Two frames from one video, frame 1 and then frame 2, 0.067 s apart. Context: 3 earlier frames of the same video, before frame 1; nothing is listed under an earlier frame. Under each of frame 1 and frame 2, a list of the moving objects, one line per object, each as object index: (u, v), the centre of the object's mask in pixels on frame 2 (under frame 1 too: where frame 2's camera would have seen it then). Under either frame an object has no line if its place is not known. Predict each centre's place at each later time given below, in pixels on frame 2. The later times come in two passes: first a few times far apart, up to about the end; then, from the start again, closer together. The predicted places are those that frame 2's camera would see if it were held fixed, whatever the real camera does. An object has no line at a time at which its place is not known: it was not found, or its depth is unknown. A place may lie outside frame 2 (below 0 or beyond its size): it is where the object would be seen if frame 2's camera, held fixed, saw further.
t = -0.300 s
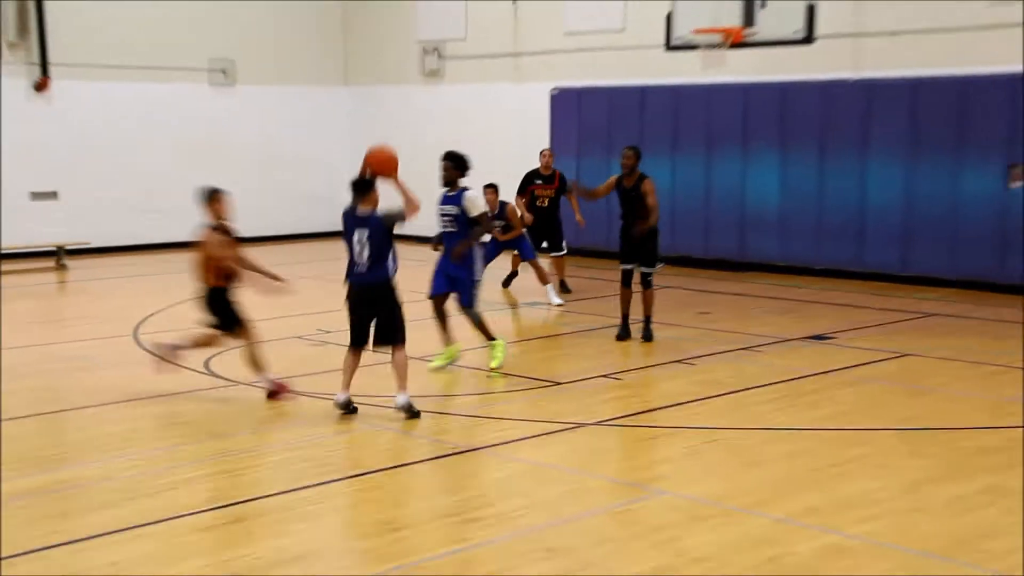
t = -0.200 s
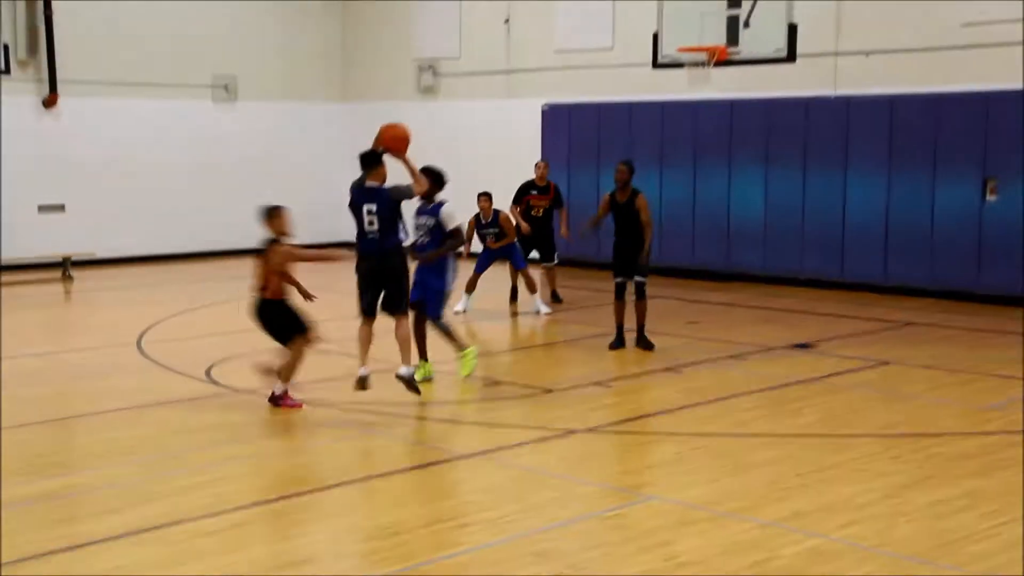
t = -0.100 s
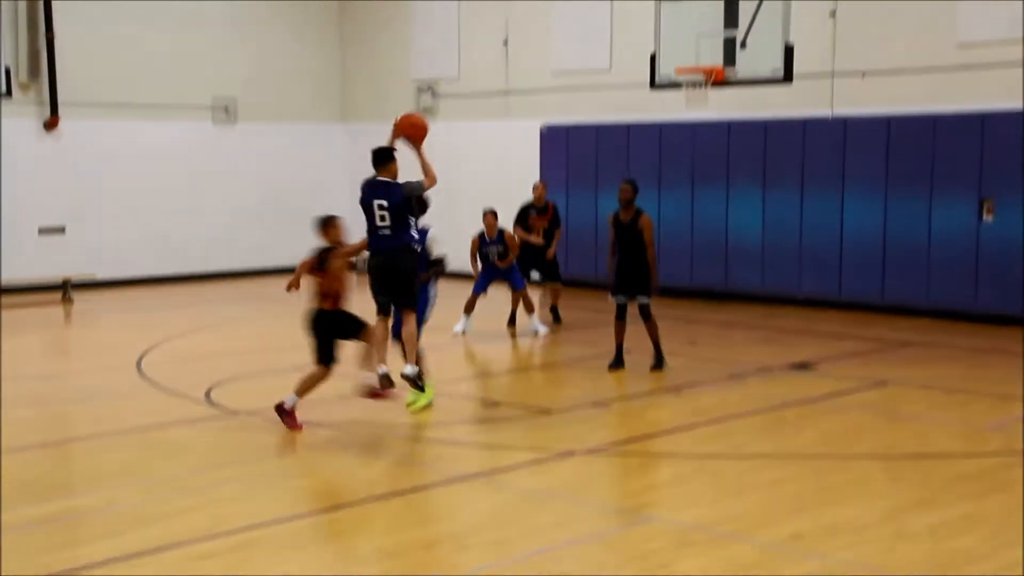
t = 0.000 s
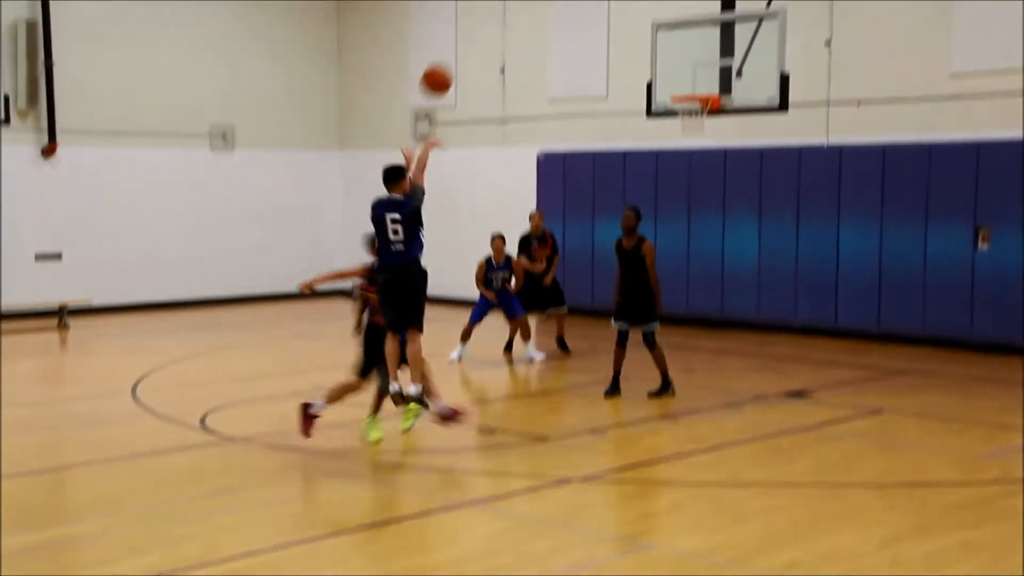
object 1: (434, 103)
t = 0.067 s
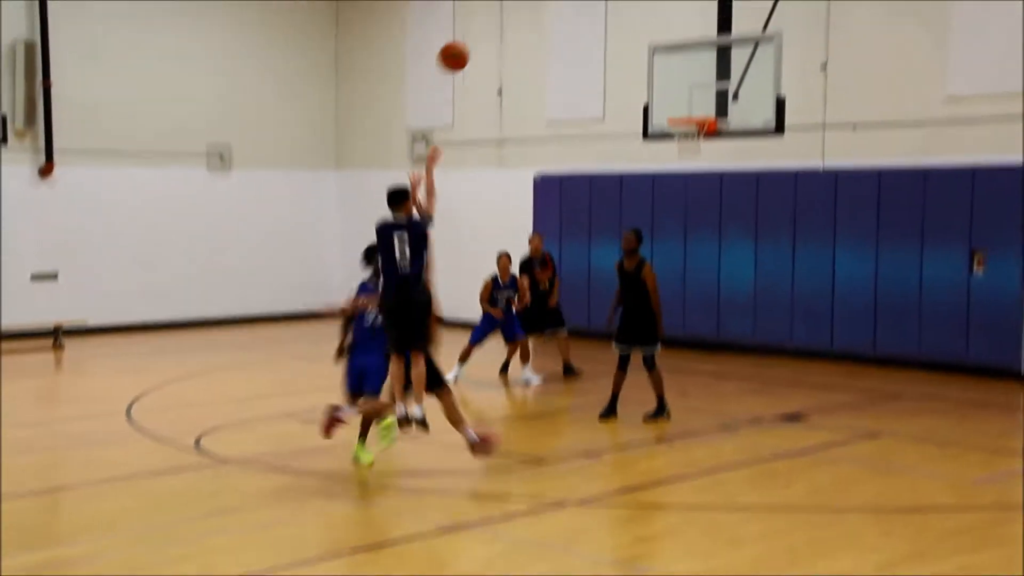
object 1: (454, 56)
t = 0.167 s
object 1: (482, 2)
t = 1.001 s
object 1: (656, 30)
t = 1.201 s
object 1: (686, 123)
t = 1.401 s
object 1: (701, 165)
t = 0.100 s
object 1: (463, 37)
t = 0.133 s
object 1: (473, 19)
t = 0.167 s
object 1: (482, 2)
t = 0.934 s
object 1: (646, 4)
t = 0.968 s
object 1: (651, 16)
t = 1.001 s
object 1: (656, 30)
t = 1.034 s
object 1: (662, 44)
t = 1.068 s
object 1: (667, 60)
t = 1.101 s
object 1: (671, 74)
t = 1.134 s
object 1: (676, 91)
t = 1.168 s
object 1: (681, 107)
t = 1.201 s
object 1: (686, 123)
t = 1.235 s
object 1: (689, 137)
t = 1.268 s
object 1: (694, 145)
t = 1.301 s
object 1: (696, 149)
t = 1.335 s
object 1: (698, 153)
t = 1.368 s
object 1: (699, 159)
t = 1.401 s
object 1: (701, 165)
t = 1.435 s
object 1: (703, 172)
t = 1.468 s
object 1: (705, 180)
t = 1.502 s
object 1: (707, 189)
